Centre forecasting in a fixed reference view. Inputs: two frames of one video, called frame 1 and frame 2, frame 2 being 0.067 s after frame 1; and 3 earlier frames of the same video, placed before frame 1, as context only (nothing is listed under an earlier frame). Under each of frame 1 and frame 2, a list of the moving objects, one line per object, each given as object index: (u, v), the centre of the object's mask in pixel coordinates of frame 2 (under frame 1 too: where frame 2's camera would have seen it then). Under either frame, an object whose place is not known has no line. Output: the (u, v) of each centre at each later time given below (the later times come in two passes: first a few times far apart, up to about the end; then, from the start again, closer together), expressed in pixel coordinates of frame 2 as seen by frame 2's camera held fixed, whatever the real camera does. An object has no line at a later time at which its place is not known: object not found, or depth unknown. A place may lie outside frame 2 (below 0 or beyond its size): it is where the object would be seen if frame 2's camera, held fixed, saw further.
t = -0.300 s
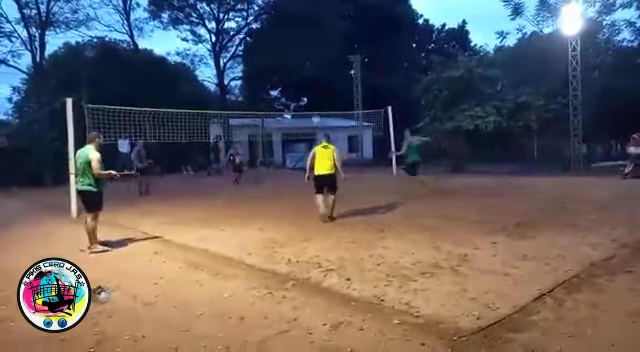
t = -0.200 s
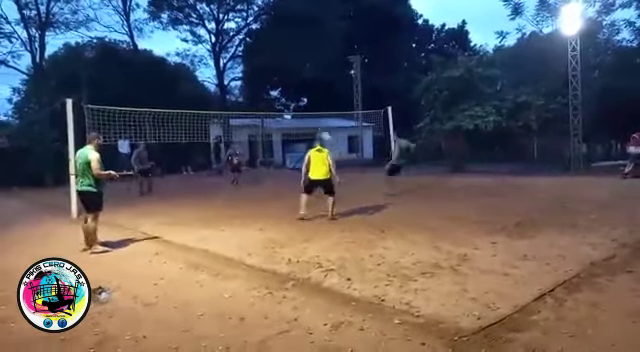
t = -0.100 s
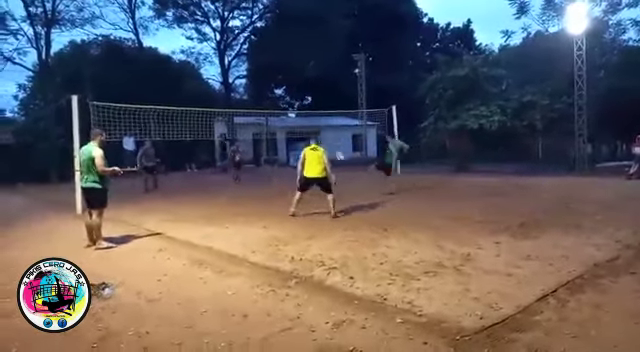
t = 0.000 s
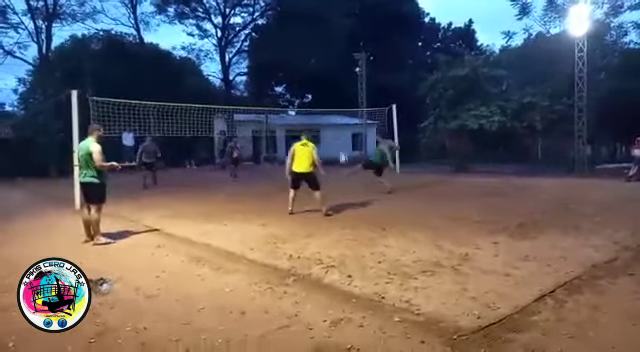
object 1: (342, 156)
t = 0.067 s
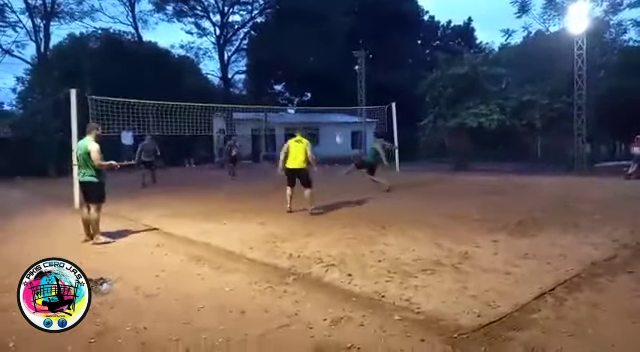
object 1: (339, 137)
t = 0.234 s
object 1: (329, 98)
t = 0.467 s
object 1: (314, 56)
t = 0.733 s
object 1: (297, 33)
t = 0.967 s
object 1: (281, 41)
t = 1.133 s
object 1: (269, 65)
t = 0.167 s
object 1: (332, 112)
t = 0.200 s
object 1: (330, 105)
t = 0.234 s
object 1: (329, 98)
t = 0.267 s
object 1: (326, 91)
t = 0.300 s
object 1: (324, 84)
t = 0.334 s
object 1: (322, 78)
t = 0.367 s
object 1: (320, 71)
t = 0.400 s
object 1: (318, 67)
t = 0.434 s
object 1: (316, 61)
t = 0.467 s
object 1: (314, 56)
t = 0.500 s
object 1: (312, 52)
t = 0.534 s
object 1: (310, 48)
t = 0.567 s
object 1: (308, 44)
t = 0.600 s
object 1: (306, 41)
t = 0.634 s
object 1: (303, 38)
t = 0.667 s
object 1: (301, 36)
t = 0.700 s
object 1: (299, 34)
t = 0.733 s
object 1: (297, 33)
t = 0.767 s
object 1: (295, 33)
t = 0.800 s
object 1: (293, 33)
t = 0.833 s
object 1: (291, 33)
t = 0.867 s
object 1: (288, 34)
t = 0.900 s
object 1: (286, 36)
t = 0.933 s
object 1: (283, 38)
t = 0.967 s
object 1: (281, 41)
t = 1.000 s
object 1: (279, 44)
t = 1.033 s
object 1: (276, 48)
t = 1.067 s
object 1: (273, 54)
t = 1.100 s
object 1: (271, 58)
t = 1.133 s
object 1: (269, 65)
